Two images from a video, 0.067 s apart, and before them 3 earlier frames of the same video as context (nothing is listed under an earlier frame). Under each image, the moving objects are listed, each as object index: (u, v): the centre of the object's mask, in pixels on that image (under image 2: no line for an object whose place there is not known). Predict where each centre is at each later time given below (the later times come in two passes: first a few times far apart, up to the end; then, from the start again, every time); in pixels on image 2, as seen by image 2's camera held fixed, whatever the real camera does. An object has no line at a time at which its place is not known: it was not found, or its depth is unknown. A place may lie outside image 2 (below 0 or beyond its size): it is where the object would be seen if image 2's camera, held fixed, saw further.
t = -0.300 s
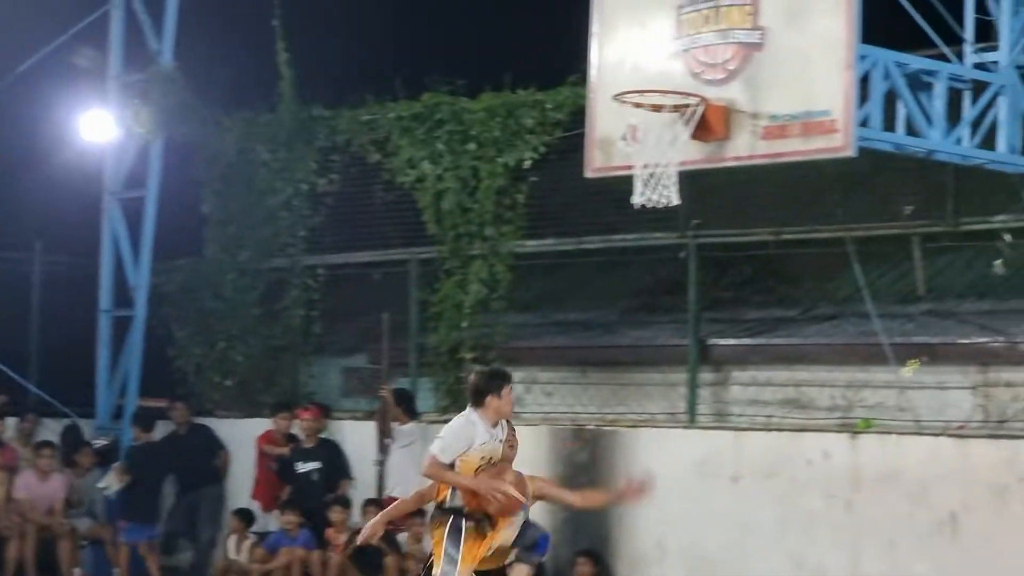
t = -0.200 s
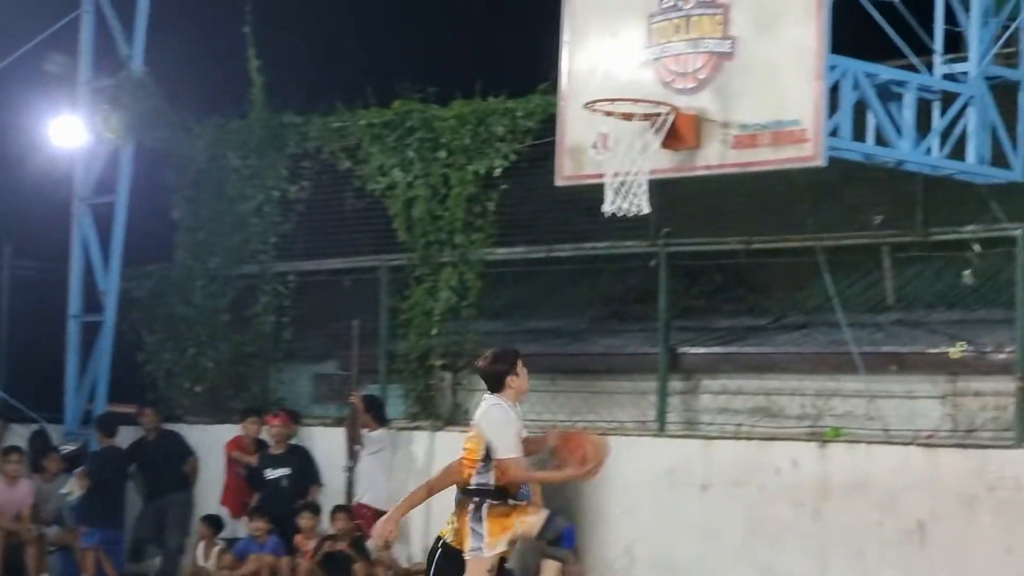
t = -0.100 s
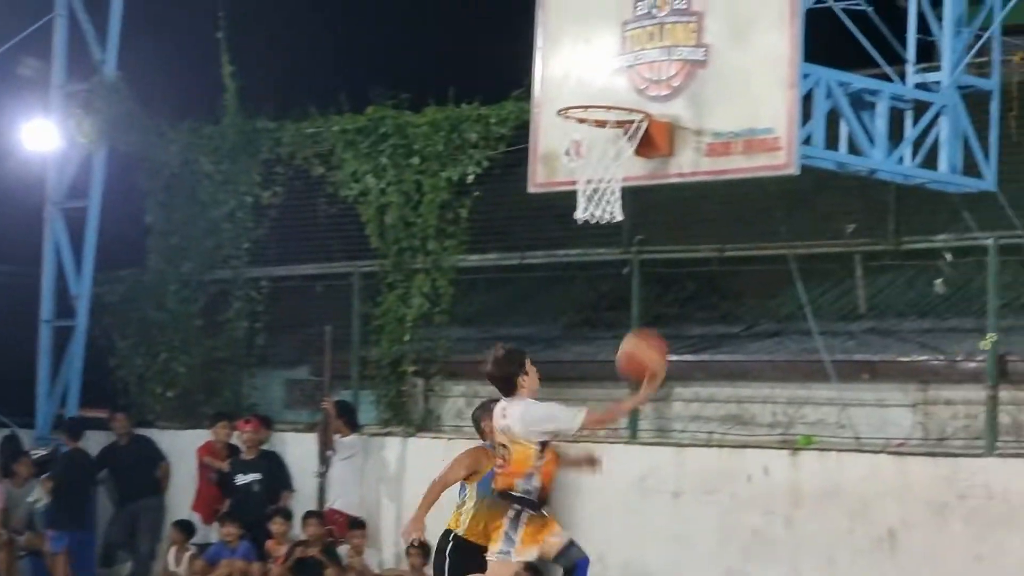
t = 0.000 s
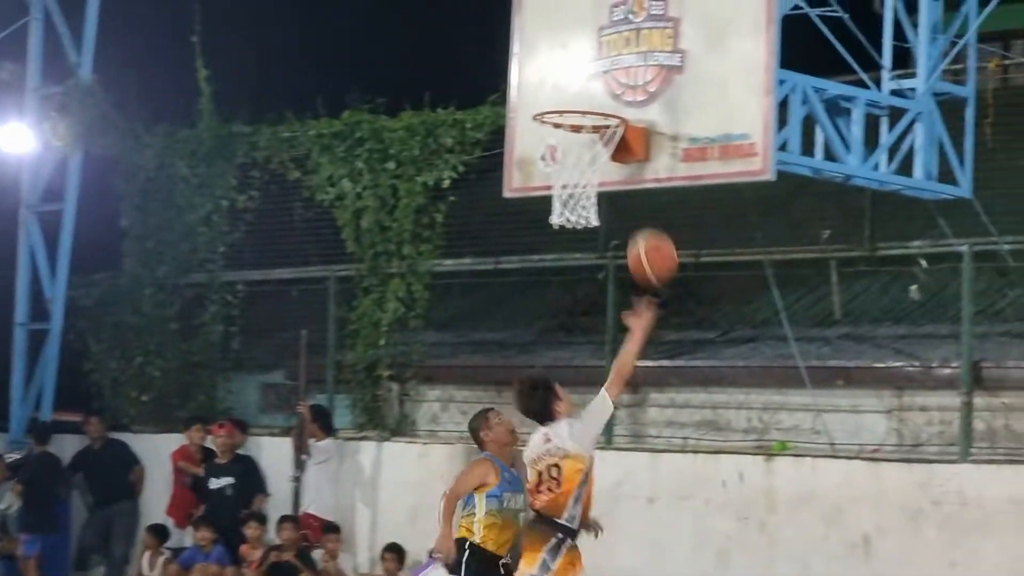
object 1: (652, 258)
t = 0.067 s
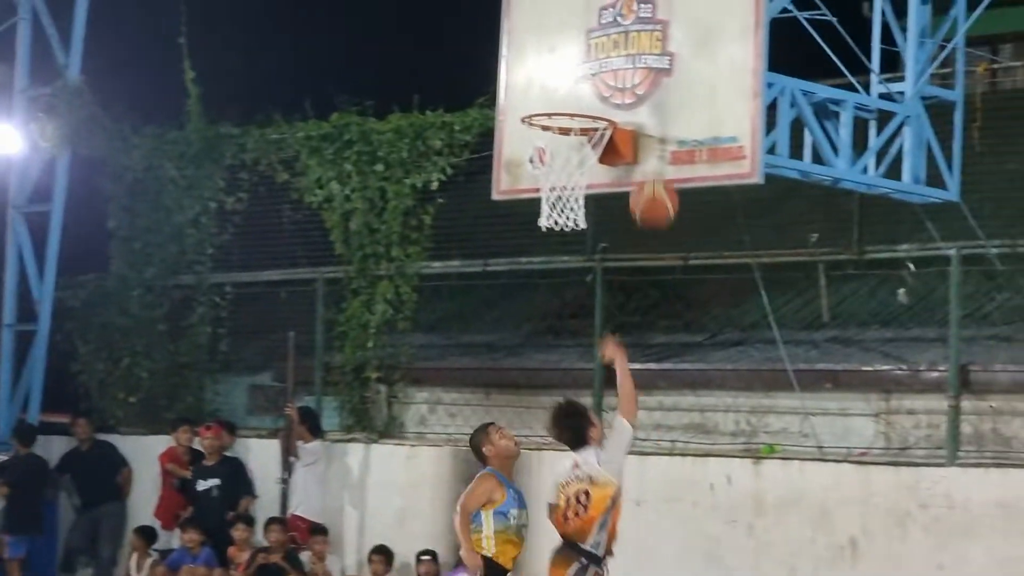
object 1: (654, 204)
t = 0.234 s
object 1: (685, 90)
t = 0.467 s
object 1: (684, 34)
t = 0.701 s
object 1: (650, 88)
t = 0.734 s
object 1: (646, 105)
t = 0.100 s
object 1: (660, 176)
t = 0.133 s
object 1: (666, 149)
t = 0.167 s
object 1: (673, 127)
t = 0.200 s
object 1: (679, 108)
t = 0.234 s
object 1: (685, 90)
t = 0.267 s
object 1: (692, 75)
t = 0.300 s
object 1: (697, 61)
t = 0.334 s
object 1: (701, 51)
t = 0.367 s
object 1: (697, 43)
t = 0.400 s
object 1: (693, 38)
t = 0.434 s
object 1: (688, 35)
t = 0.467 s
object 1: (684, 34)
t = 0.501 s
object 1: (680, 35)
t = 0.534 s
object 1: (675, 38)
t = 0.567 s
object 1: (670, 43)
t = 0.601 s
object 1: (665, 51)
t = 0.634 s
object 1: (660, 61)
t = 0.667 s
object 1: (656, 73)
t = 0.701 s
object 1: (650, 88)
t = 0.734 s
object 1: (646, 105)
